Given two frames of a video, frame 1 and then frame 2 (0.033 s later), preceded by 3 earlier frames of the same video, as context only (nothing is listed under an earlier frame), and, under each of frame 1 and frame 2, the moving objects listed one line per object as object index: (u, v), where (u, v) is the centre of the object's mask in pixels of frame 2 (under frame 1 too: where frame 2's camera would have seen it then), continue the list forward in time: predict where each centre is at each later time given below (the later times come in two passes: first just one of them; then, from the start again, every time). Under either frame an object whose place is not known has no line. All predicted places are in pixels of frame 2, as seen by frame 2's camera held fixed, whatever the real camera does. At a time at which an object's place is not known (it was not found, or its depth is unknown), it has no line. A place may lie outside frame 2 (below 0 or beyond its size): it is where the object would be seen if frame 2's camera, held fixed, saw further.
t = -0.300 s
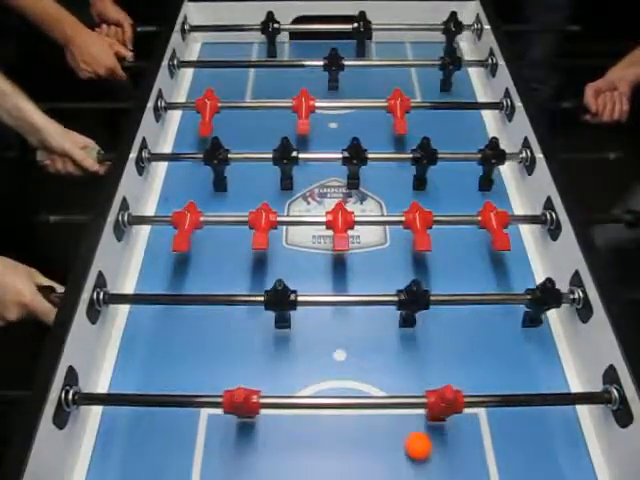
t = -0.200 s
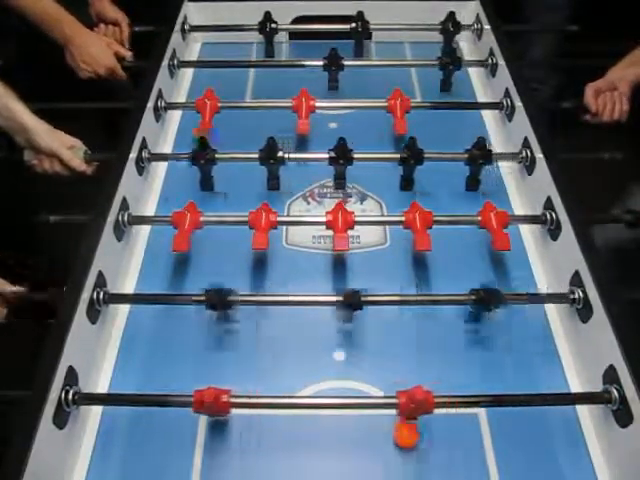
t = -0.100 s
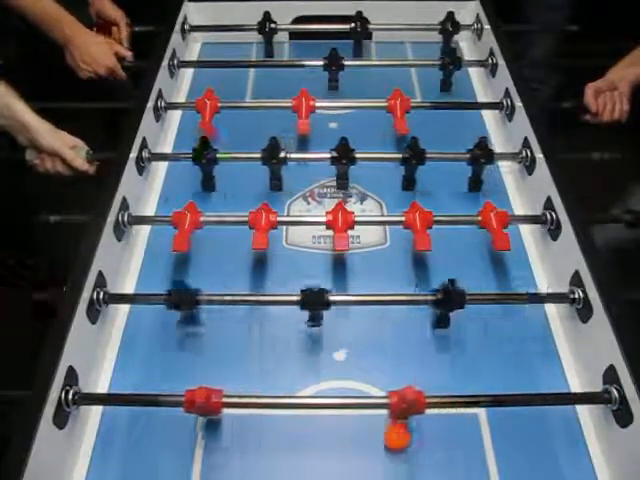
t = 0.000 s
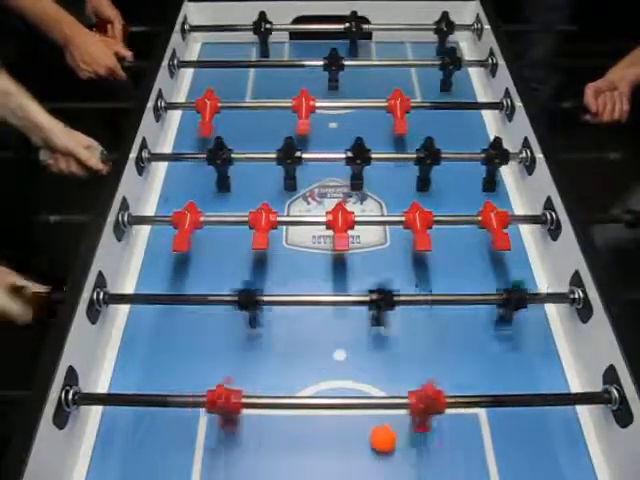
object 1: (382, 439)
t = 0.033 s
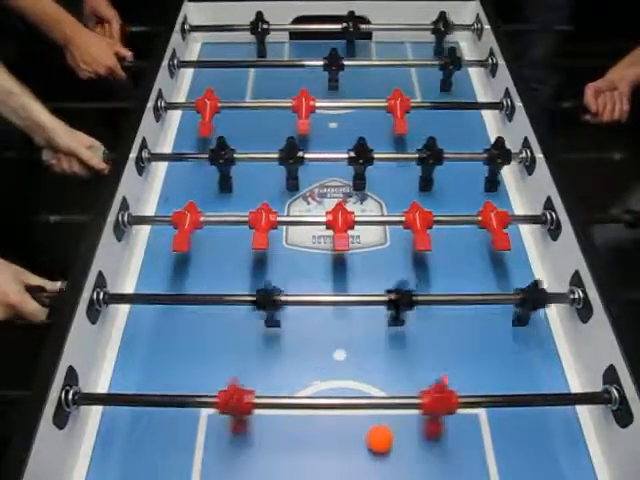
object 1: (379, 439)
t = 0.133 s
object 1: (369, 441)
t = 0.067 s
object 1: (376, 440)
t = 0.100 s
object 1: (373, 440)
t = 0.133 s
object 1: (369, 441)
